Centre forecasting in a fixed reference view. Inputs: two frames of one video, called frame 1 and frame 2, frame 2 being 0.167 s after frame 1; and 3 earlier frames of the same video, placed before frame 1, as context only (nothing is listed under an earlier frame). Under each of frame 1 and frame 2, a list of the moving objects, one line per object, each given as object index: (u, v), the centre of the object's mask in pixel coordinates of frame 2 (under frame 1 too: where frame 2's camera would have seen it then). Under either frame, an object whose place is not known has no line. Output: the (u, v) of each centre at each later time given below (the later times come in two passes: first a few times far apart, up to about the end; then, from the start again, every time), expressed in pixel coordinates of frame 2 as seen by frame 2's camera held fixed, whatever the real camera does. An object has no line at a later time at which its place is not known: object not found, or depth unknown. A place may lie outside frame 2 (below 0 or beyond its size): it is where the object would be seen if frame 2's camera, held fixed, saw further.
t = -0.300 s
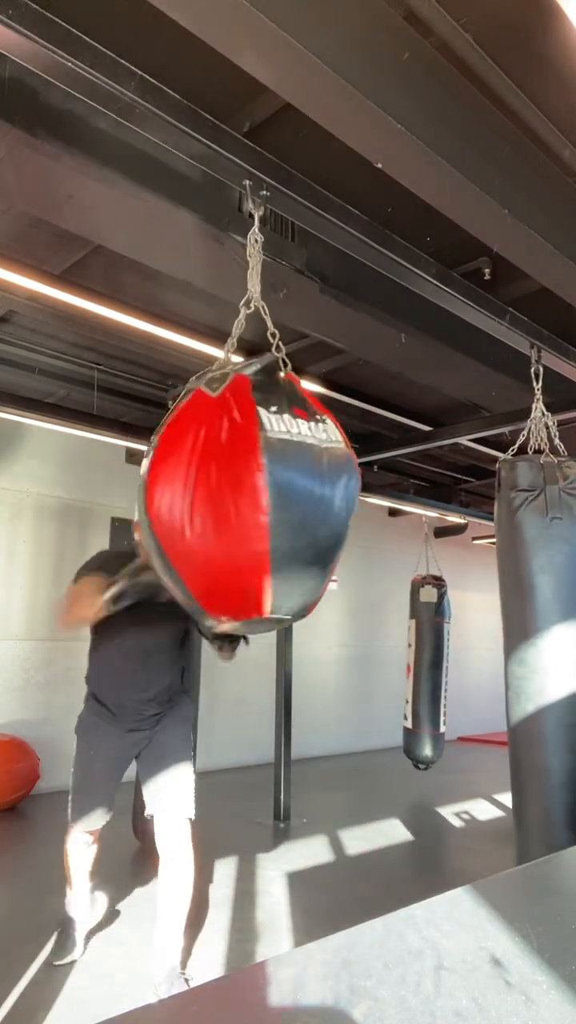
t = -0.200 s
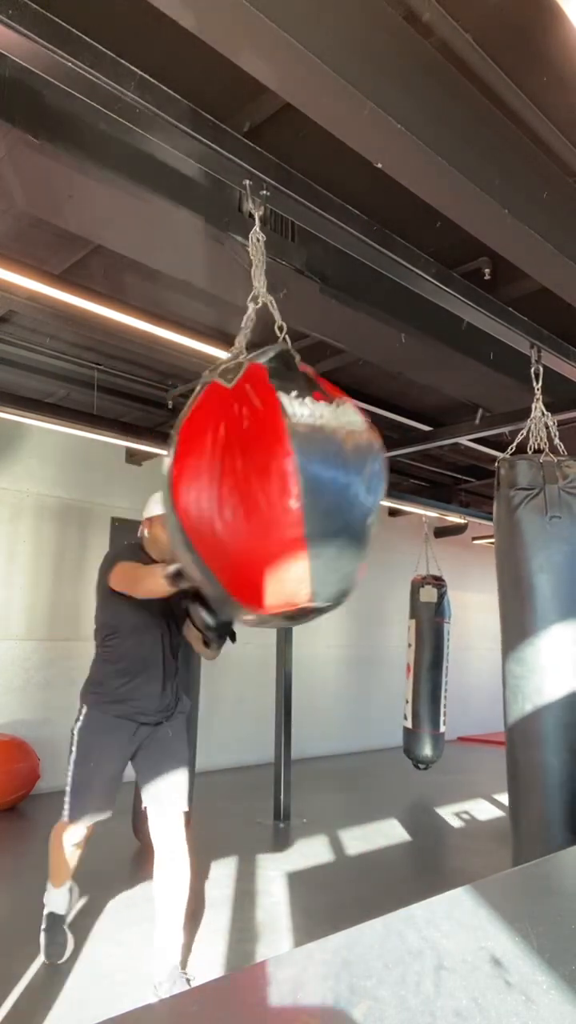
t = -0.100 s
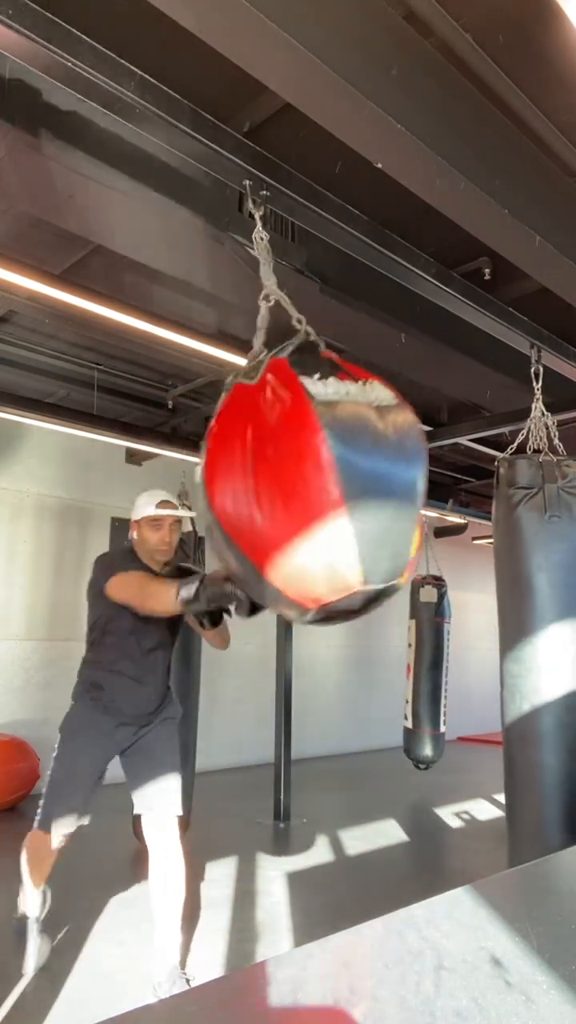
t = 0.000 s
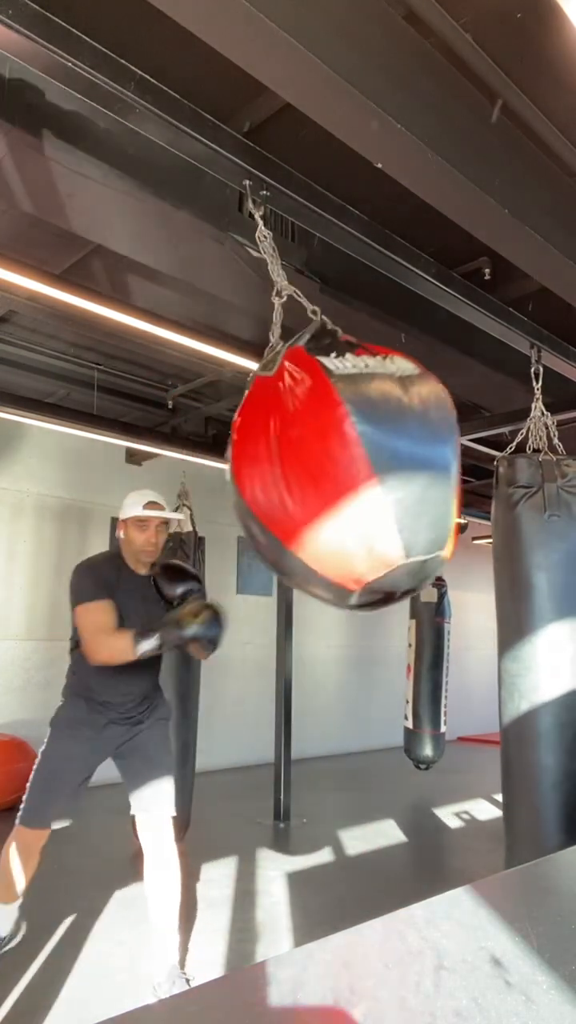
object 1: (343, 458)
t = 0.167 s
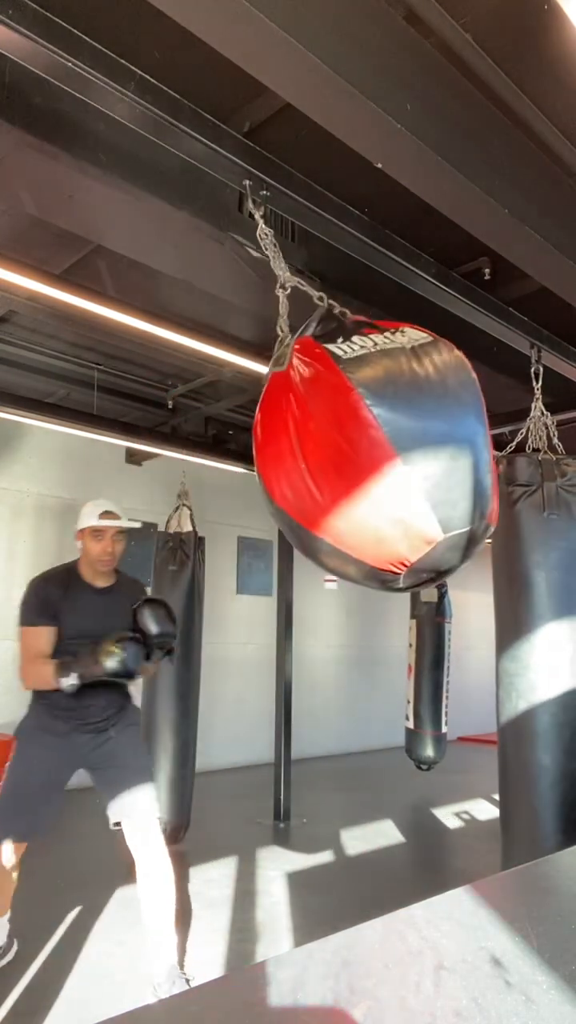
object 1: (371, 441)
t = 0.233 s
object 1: (373, 441)
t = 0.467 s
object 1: (332, 464)
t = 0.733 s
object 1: (240, 485)
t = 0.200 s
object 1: (373, 441)
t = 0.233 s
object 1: (373, 441)
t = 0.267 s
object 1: (371, 443)
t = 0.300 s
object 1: (367, 445)
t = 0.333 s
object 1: (362, 447)
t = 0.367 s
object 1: (356, 451)
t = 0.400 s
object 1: (349, 454)
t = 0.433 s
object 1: (341, 459)
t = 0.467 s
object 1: (332, 464)
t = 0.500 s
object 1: (323, 469)
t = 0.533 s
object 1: (311, 473)
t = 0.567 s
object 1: (300, 477)
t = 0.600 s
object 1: (288, 480)
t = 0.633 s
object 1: (276, 482)
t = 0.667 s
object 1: (263, 483)
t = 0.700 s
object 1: (252, 484)
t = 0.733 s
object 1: (240, 485)
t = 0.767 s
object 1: (229, 484)
